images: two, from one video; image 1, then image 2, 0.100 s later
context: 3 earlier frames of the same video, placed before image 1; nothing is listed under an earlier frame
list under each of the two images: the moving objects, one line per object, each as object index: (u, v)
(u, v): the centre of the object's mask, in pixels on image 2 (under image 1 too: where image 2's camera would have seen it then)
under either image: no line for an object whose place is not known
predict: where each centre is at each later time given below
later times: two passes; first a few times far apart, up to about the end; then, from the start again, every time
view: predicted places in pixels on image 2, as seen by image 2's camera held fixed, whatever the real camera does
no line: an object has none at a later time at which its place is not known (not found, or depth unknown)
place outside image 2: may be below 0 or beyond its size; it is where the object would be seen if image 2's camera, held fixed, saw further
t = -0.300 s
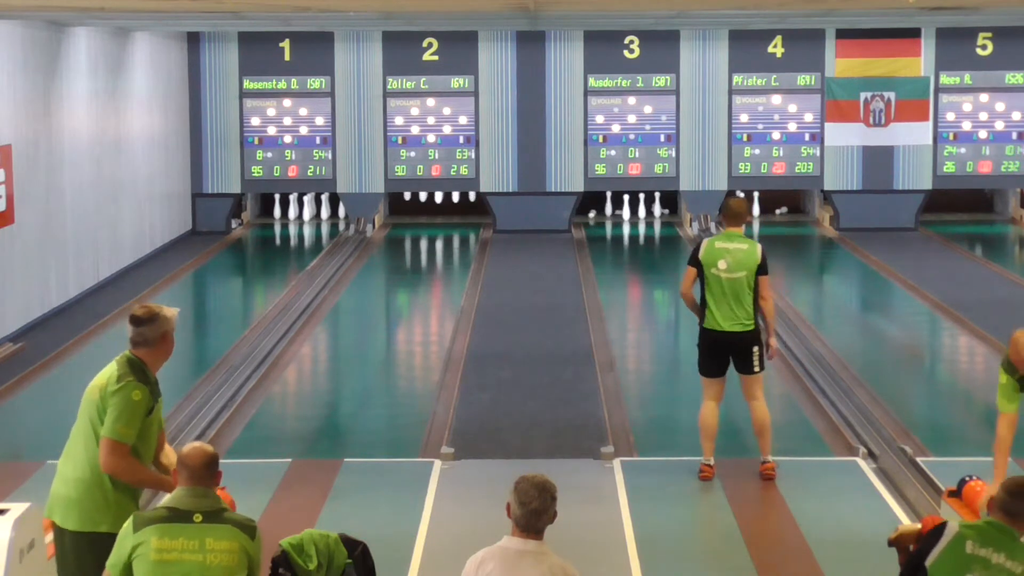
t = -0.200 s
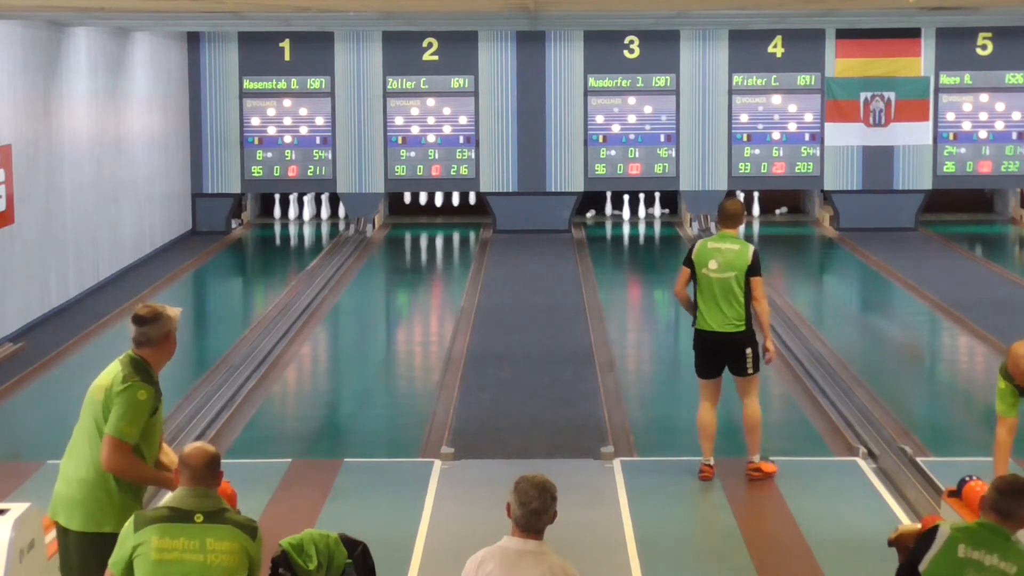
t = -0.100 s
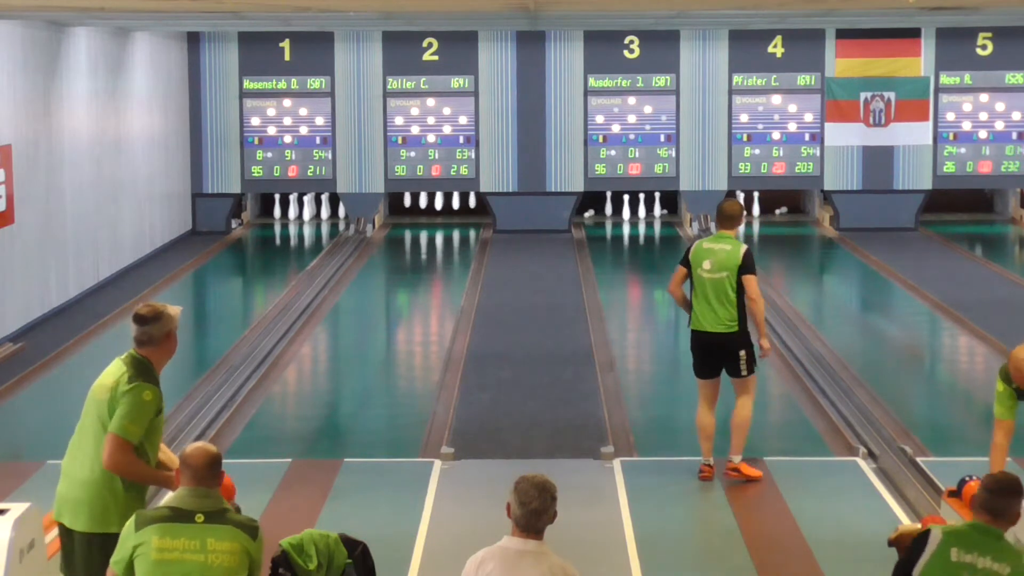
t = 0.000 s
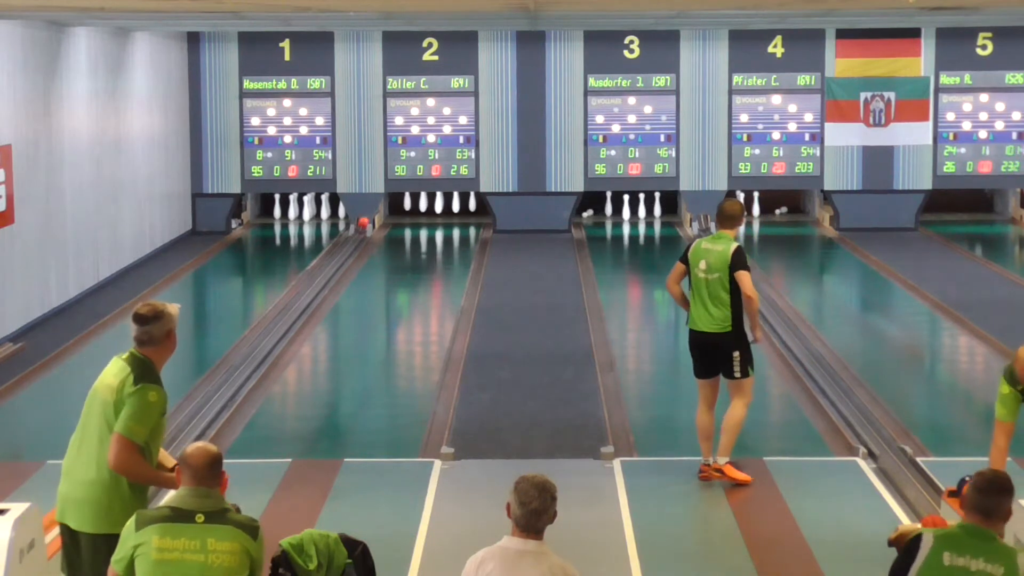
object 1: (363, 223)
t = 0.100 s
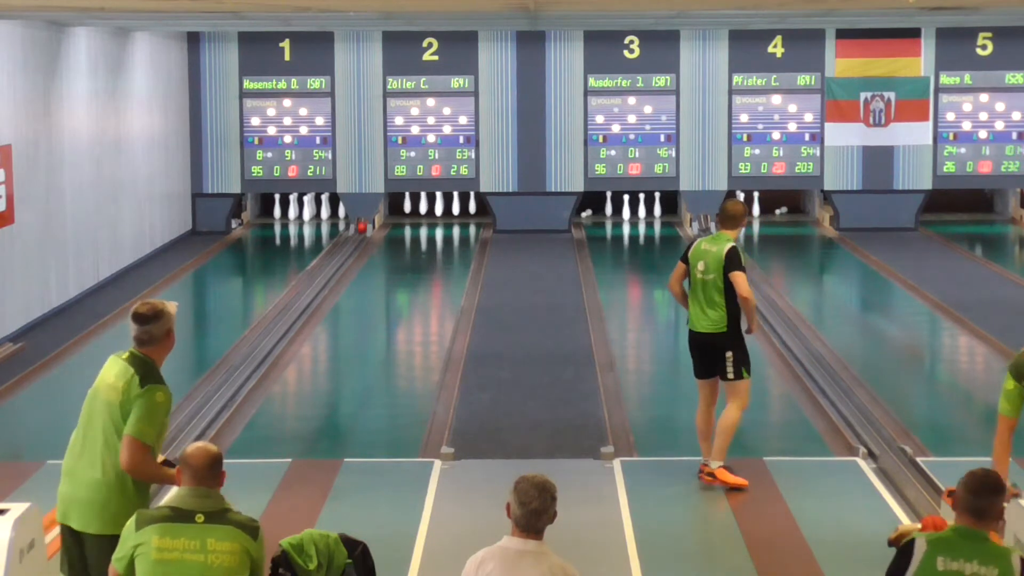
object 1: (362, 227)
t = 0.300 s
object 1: (358, 232)
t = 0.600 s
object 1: (351, 239)
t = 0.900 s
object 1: (344, 247)
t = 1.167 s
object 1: (339, 251)
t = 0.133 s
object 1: (362, 228)
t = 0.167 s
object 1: (361, 228)
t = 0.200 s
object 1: (360, 229)
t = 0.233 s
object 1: (360, 230)
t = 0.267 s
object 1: (359, 231)
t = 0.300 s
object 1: (358, 232)
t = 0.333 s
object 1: (358, 232)
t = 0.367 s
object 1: (356, 234)
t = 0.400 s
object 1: (356, 234)
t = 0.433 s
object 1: (355, 235)
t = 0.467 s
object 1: (354, 236)
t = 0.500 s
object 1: (353, 237)
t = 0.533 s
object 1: (353, 238)
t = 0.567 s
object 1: (352, 239)
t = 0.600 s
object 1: (351, 239)
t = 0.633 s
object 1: (351, 240)
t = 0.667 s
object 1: (350, 241)
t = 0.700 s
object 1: (348, 242)
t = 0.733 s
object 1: (348, 243)
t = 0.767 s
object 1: (347, 244)
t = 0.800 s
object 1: (346, 245)
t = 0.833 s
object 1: (346, 245)
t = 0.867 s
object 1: (345, 246)
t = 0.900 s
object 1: (344, 247)
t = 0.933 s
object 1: (343, 247)
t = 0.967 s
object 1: (342, 248)
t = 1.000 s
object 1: (341, 249)
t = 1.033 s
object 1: (341, 250)
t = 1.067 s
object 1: (340, 251)
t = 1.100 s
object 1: (340, 251)
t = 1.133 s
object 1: (340, 251)
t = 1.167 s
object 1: (339, 251)
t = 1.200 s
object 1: (338, 252)
